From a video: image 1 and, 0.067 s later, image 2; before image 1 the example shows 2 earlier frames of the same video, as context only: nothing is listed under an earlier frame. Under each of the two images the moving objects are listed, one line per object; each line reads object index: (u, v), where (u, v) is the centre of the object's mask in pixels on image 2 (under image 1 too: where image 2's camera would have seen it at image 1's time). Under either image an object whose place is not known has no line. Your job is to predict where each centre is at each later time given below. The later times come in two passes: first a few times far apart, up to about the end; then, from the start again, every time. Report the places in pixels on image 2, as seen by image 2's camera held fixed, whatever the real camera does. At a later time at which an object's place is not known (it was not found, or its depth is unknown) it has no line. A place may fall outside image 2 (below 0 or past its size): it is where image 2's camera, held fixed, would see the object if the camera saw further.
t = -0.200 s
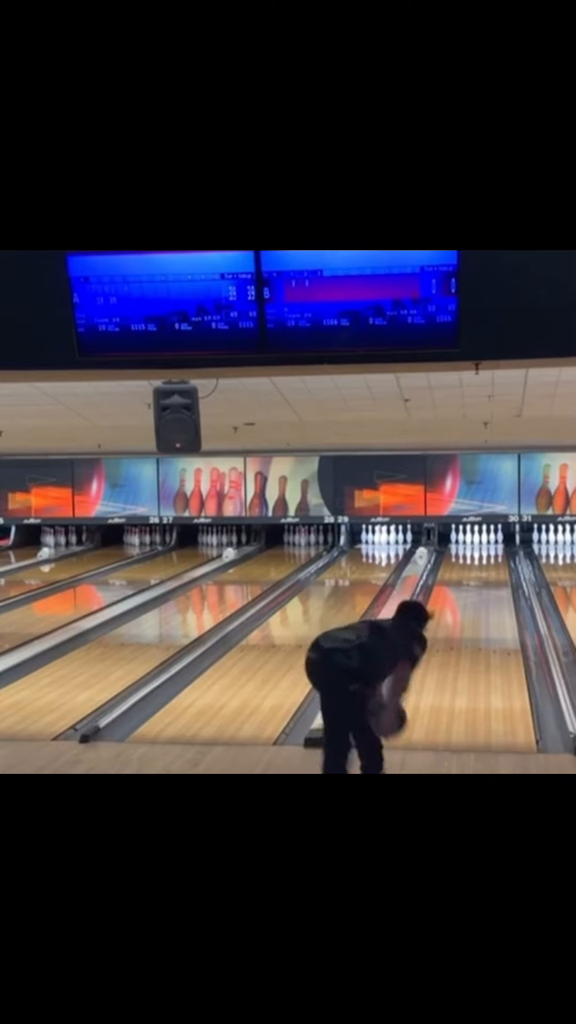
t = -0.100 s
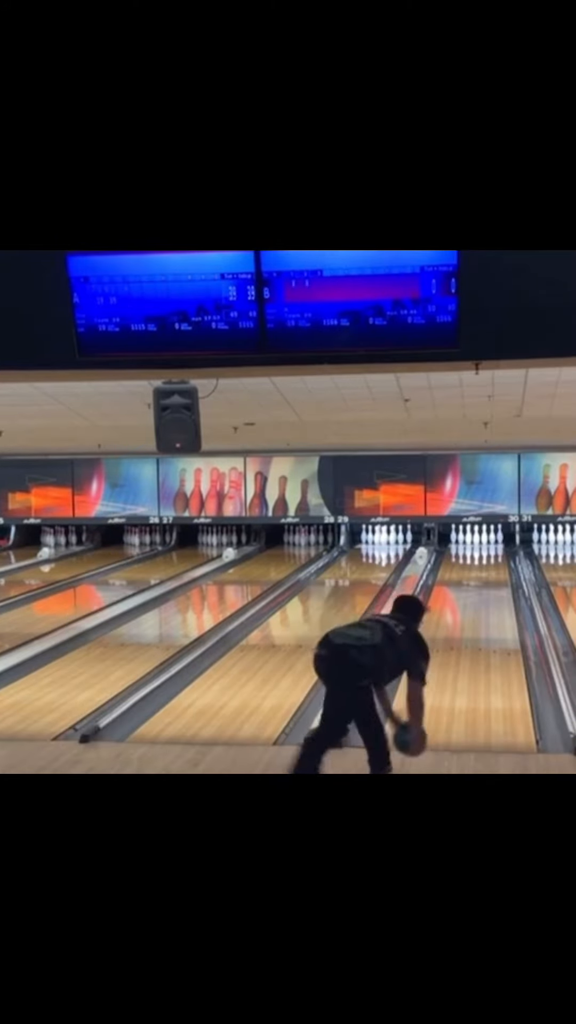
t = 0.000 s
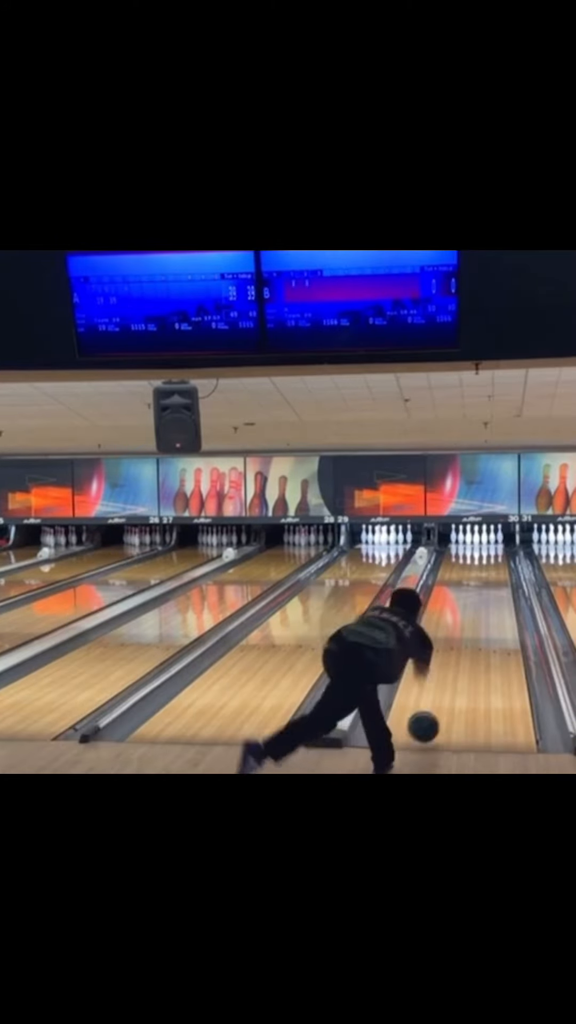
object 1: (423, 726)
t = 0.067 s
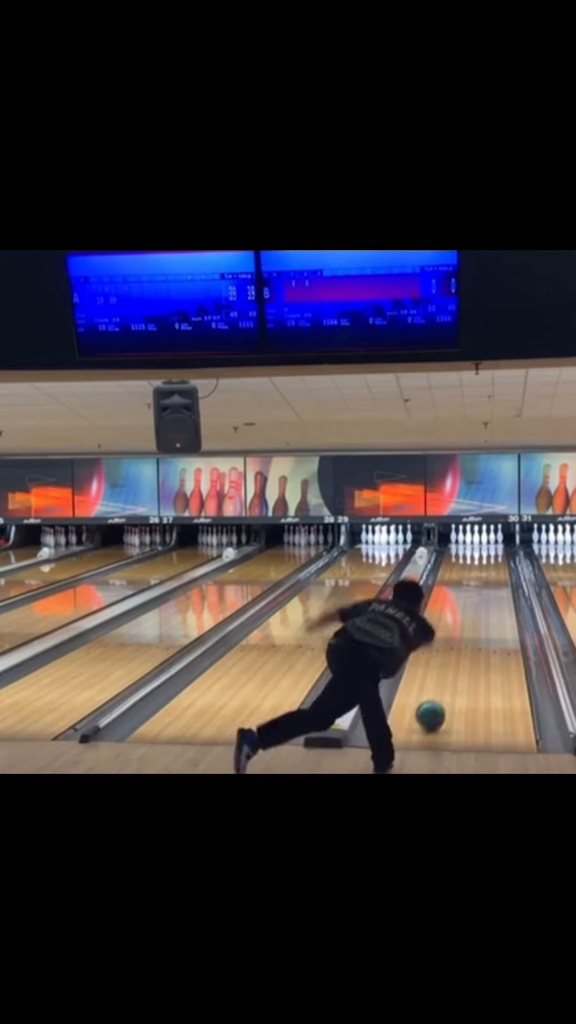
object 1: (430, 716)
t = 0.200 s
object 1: (442, 689)
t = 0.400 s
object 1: (456, 658)
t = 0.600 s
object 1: (466, 634)
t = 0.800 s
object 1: (474, 614)
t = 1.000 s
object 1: (480, 599)
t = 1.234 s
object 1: (486, 584)
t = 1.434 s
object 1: (489, 574)
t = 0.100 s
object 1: (433, 708)
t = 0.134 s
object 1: (437, 701)
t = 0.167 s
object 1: (440, 695)
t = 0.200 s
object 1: (442, 689)
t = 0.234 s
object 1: (445, 683)
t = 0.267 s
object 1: (447, 678)
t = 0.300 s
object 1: (449, 672)
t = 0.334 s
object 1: (452, 667)
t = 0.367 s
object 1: (454, 662)
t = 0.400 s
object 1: (456, 658)
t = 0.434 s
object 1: (457, 653)
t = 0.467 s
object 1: (459, 649)
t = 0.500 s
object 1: (461, 645)
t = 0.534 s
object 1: (463, 641)
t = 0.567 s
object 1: (465, 637)
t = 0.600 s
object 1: (466, 634)
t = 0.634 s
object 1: (467, 630)
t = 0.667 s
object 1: (469, 627)
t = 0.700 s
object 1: (470, 624)
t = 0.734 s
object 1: (471, 621)
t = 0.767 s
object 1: (473, 617)
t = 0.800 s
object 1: (474, 614)
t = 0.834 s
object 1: (475, 612)
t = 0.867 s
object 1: (476, 609)
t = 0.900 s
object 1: (477, 606)
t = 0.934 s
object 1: (478, 604)
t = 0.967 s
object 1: (479, 601)
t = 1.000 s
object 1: (480, 599)
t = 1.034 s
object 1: (481, 596)
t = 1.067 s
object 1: (482, 594)
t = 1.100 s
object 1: (483, 592)
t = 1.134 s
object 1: (484, 590)
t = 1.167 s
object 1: (484, 588)
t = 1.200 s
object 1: (485, 586)
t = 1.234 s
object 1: (486, 584)
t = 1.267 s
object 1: (487, 582)
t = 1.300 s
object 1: (487, 580)
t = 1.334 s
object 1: (488, 578)
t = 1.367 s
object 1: (488, 577)
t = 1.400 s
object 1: (489, 575)
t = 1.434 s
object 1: (489, 574)
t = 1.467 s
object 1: (490, 571)
